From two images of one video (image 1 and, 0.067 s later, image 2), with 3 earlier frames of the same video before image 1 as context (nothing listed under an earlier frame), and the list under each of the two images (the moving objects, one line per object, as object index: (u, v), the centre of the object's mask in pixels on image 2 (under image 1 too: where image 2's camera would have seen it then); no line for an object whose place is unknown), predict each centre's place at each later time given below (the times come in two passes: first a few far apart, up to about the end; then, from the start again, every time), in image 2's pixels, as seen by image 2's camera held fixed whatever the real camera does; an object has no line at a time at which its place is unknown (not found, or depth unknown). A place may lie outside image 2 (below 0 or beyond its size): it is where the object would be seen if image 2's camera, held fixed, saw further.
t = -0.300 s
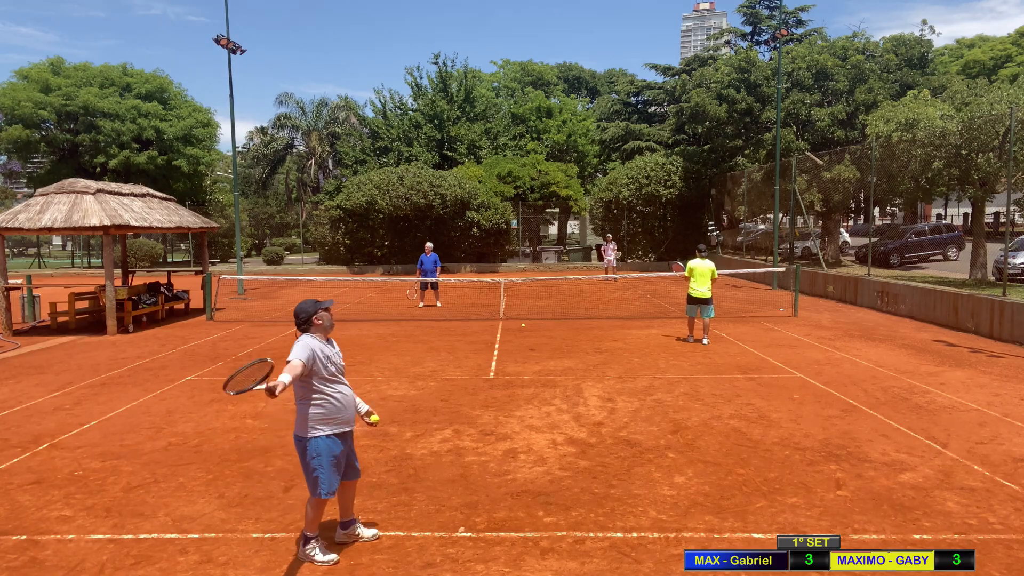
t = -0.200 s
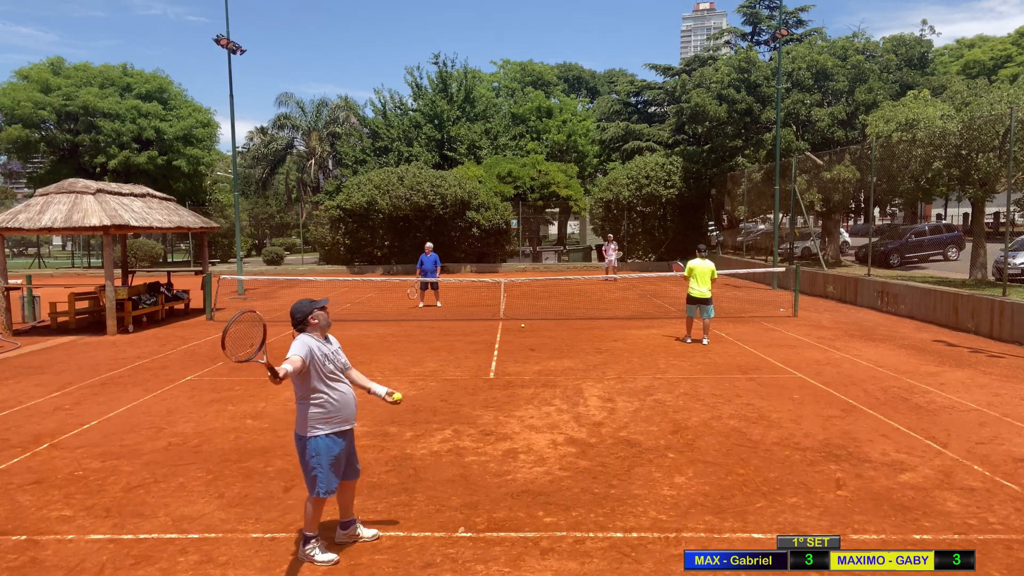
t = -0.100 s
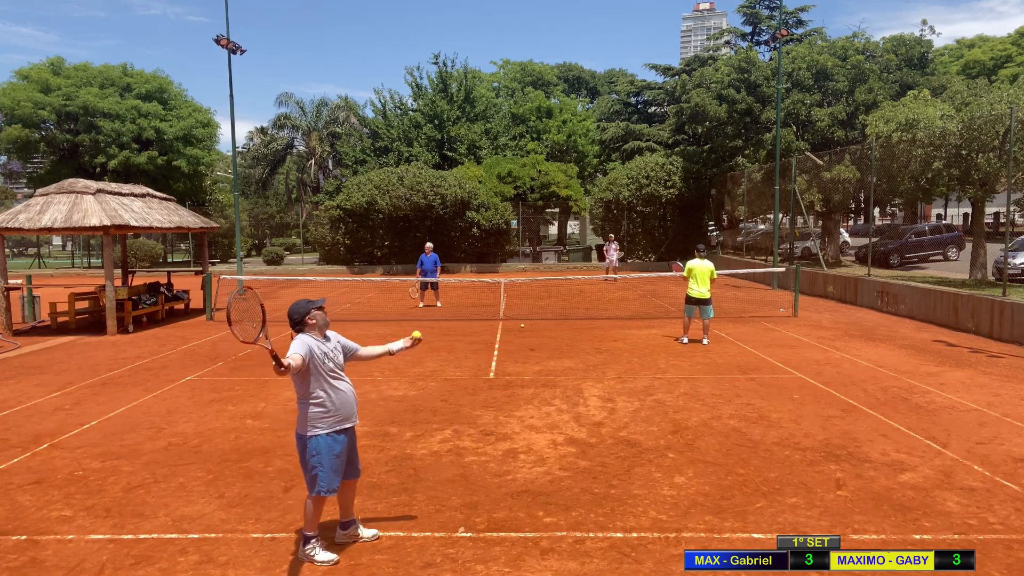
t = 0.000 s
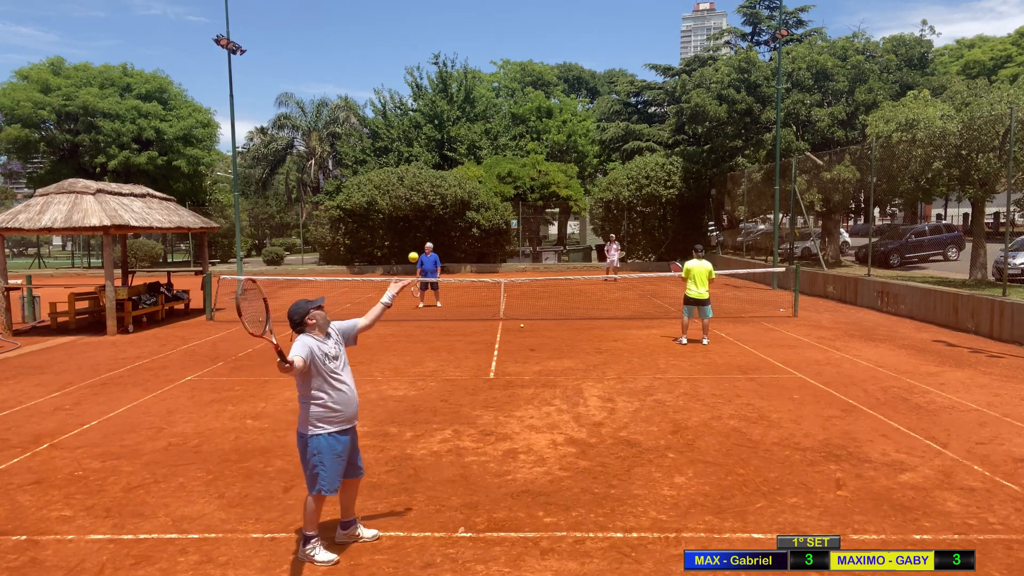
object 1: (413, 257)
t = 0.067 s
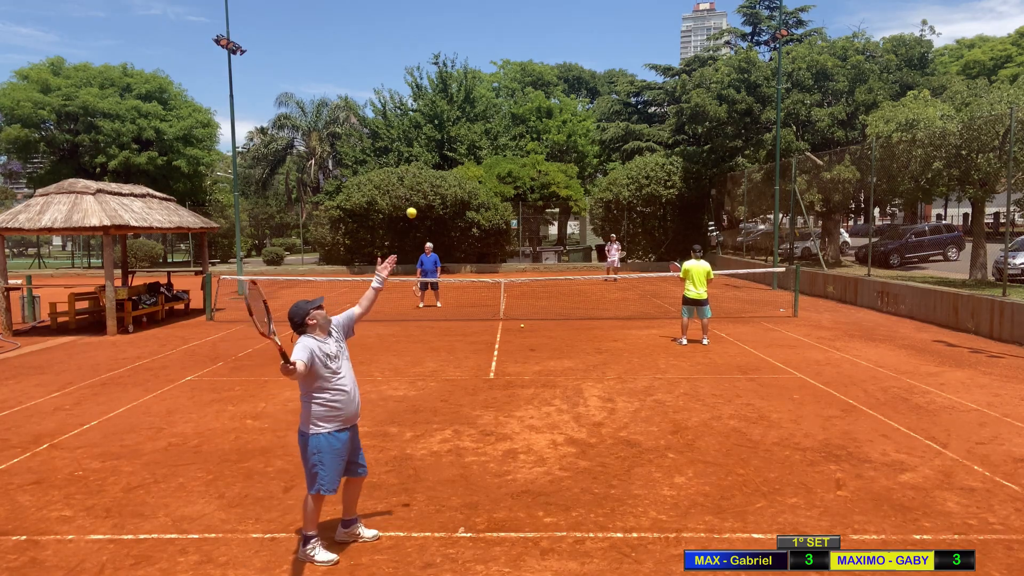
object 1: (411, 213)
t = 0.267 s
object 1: (406, 120)
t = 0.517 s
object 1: (402, 87)
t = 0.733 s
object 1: (400, 133)
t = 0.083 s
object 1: (410, 203)
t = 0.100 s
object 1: (410, 193)
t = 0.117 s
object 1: (410, 184)
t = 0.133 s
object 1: (409, 174)
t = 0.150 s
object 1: (409, 166)
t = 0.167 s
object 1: (408, 159)
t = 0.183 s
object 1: (408, 151)
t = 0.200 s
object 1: (408, 144)
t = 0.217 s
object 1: (407, 137)
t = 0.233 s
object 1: (407, 131)
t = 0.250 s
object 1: (406, 125)
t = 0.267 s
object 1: (406, 120)
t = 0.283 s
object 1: (406, 114)
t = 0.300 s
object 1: (405, 110)
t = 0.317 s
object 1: (405, 106)
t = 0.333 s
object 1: (405, 102)
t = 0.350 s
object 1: (404, 99)
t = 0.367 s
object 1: (404, 96)
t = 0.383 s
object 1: (404, 93)
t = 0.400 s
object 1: (404, 91)
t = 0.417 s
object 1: (404, 89)
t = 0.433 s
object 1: (403, 88)
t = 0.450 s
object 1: (403, 87)
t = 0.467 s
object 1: (403, 86)
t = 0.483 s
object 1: (402, 86)
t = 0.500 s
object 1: (402, 86)
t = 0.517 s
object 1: (402, 87)
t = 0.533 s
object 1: (402, 88)
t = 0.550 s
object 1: (402, 90)
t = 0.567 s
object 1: (401, 92)
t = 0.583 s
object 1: (401, 94)
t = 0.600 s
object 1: (401, 97)
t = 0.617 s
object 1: (401, 100)
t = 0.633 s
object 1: (401, 104)
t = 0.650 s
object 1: (400, 108)
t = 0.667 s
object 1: (400, 112)
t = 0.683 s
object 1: (400, 117)
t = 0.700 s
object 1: (400, 122)
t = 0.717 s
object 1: (400, 127)
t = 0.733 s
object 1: (400, 133)
